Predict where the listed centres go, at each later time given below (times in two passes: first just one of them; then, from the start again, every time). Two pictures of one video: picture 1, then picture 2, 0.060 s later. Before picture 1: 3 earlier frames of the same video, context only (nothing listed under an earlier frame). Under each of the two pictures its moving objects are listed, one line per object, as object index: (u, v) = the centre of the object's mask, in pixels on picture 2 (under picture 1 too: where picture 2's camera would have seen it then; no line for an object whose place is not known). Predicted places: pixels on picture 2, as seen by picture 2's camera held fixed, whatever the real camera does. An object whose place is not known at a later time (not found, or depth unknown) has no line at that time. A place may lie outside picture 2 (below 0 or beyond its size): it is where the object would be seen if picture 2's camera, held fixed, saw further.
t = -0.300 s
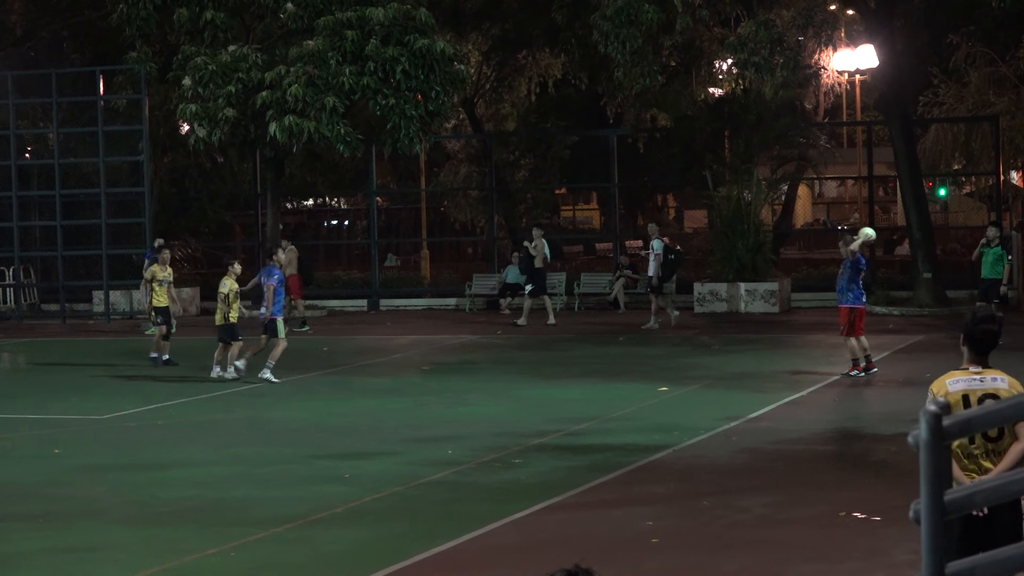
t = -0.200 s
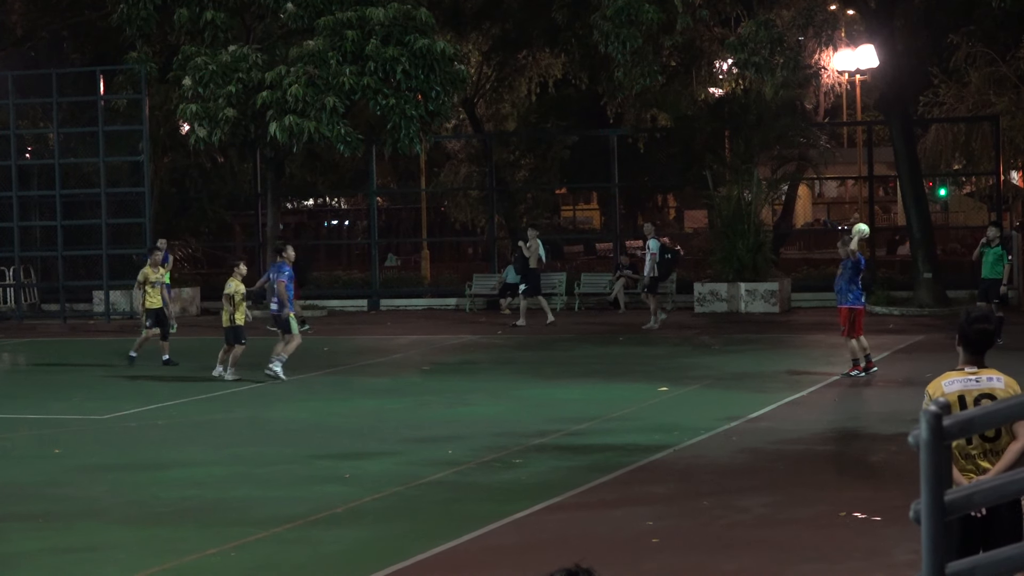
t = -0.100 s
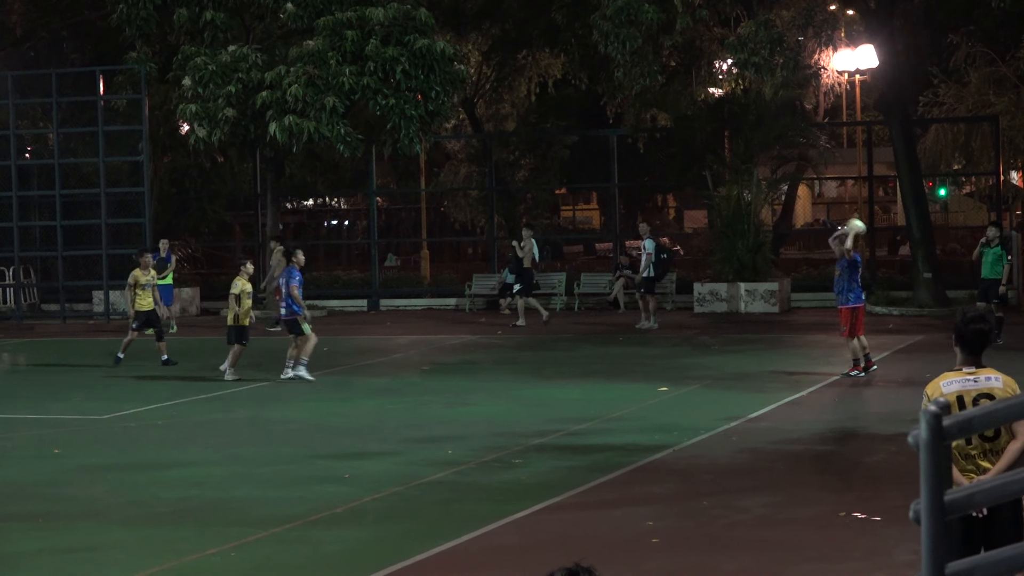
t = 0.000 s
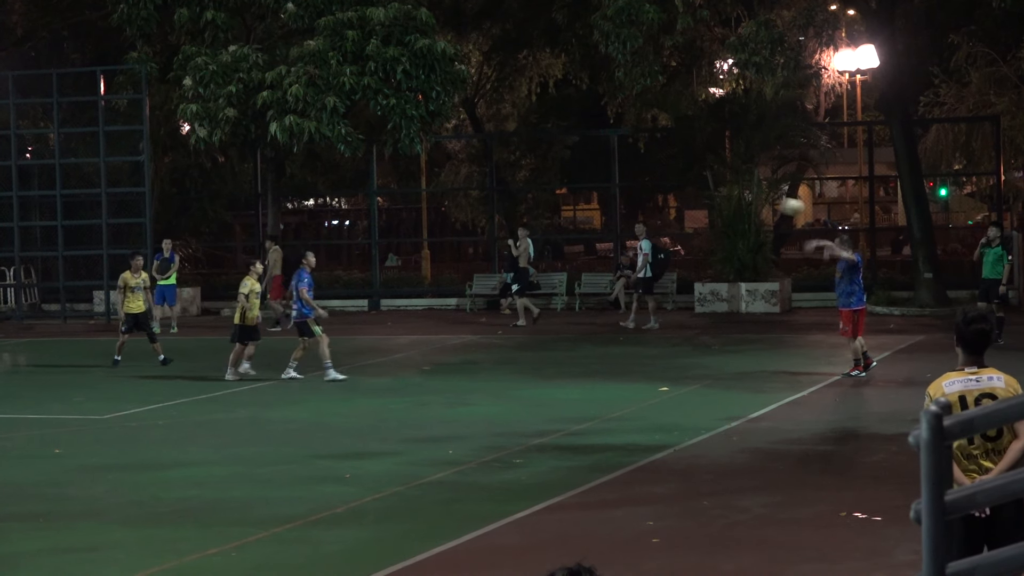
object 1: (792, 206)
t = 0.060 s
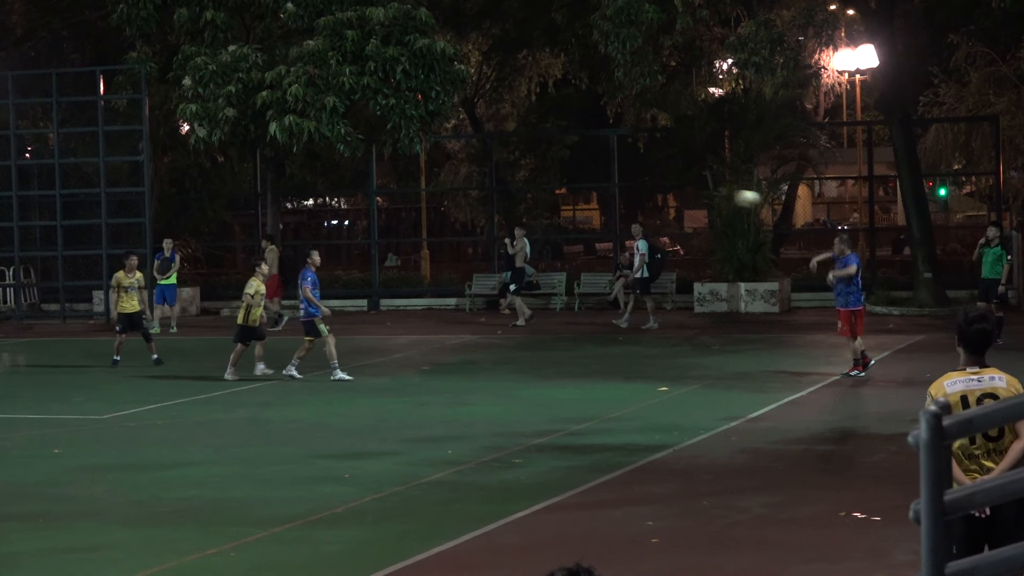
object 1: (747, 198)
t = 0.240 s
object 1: (615, 193)
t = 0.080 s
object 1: (732, 196)
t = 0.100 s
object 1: (718, 195)
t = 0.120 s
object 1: (704, 193)
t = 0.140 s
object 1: (688, 193)
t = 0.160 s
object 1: (674, 191)
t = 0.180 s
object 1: (659, 192)
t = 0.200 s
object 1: (644, 192)
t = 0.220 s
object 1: (630, 192)
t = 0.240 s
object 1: (615, 193)
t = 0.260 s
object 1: (600, 194)
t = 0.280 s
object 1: (586, 195)
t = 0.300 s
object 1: (571, 197)
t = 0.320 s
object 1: (556, 199)
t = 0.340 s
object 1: (542, 201)
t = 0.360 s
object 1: (531, 204)
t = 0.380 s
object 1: (519, 207)
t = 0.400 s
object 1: (507, 209)
